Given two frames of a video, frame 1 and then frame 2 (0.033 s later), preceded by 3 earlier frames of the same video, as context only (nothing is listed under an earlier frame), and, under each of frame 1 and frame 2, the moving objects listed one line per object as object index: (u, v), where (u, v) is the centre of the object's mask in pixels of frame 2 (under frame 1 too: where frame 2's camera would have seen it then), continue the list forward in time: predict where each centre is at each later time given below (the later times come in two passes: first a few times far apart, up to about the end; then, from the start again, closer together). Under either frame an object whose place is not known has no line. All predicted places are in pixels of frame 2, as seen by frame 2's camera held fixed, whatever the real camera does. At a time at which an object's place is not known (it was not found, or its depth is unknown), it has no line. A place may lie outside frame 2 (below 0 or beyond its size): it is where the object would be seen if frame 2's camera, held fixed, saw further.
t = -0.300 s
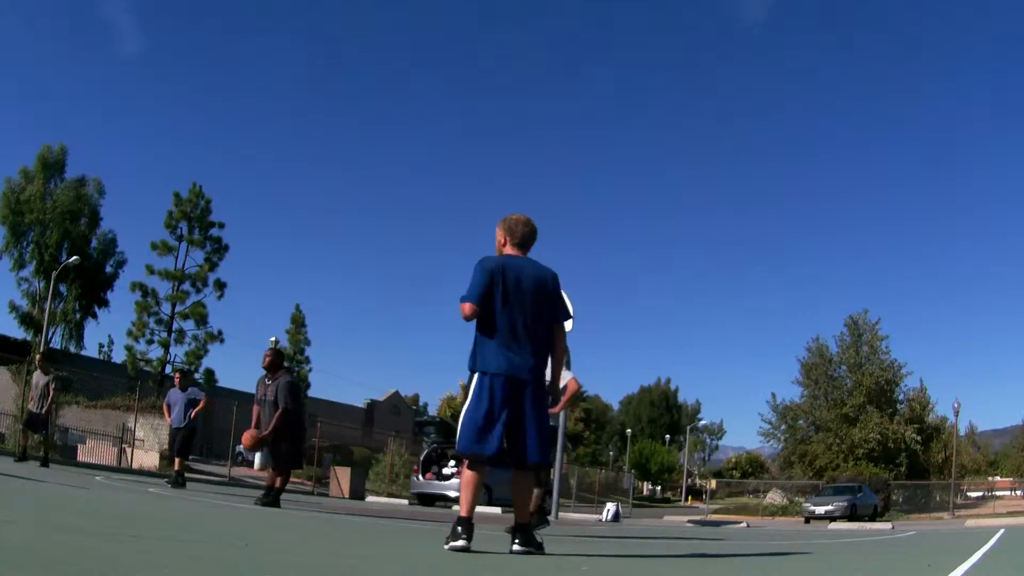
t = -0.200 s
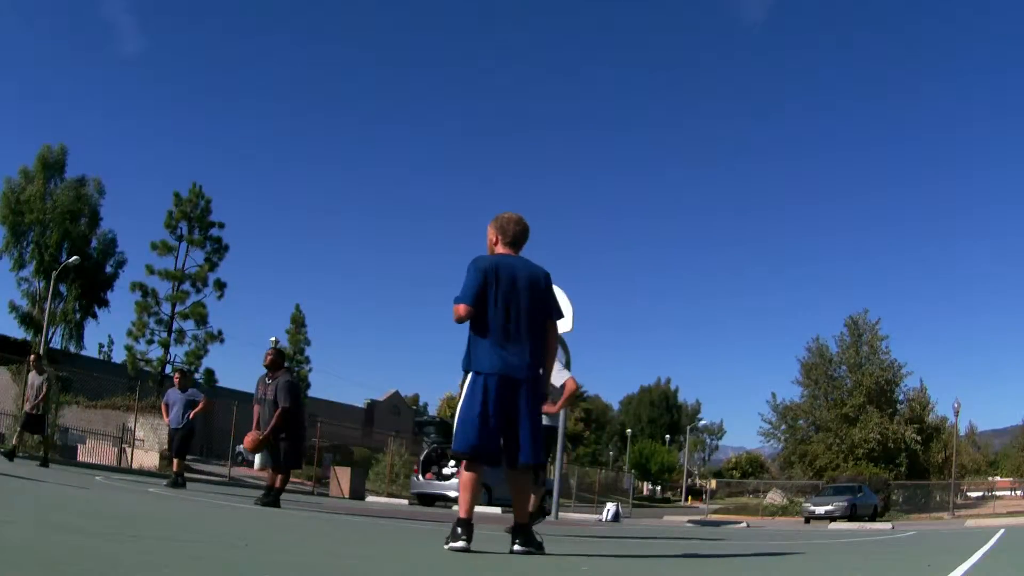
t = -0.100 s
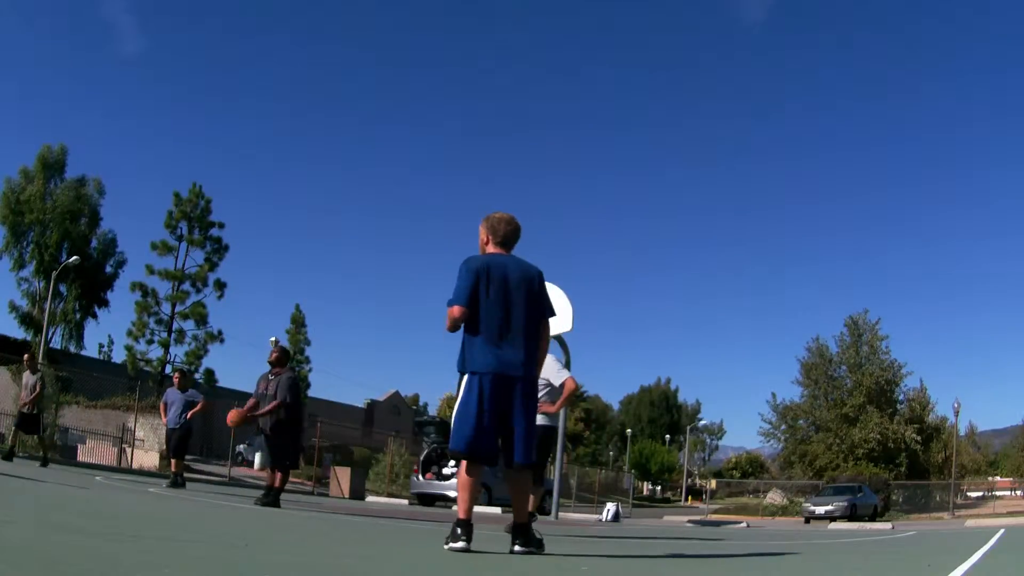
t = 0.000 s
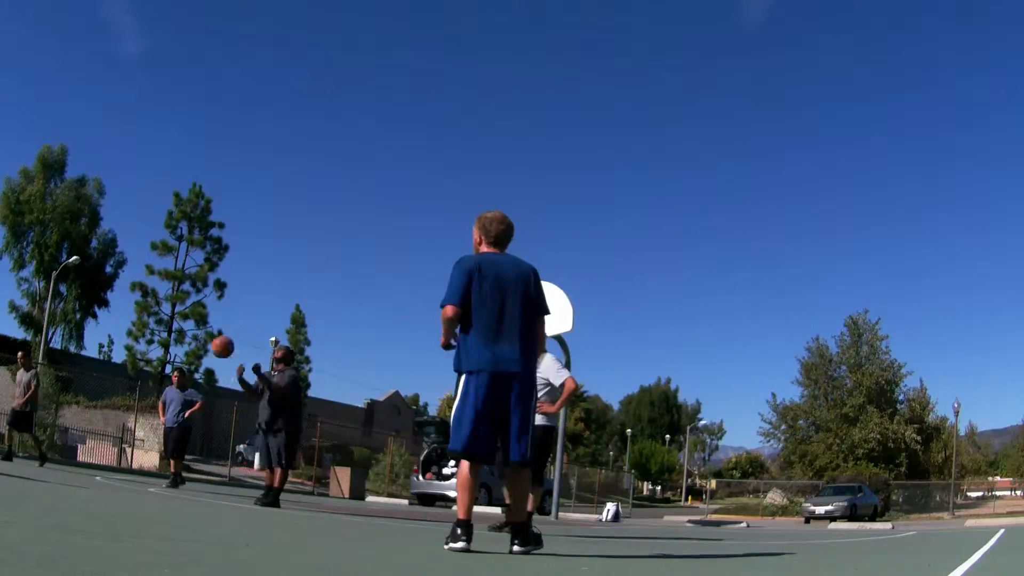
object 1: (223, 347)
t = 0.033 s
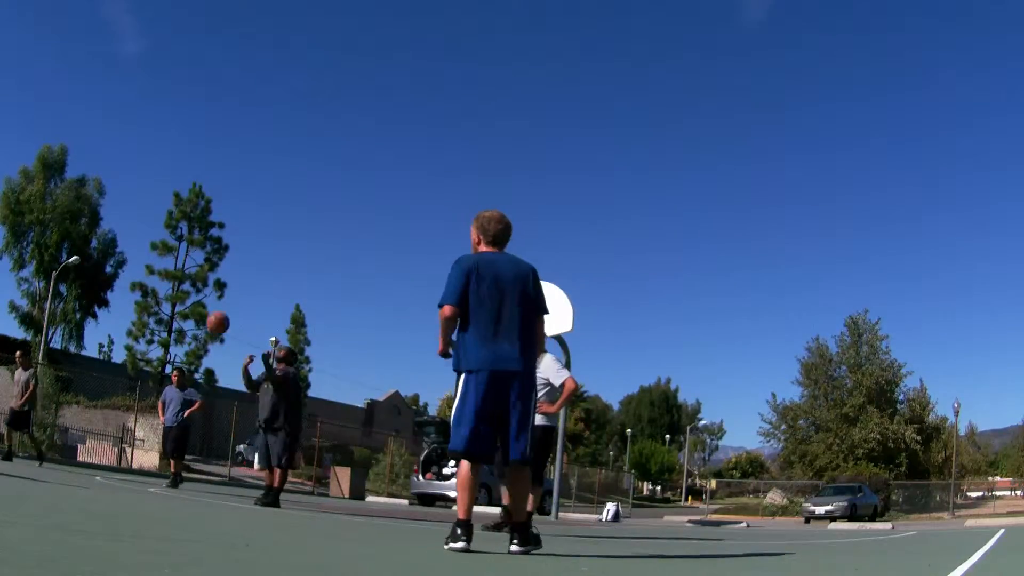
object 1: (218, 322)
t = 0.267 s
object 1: (187, 181)
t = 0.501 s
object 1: (149, 87)
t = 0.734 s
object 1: (103, 40)
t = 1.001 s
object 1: (31, 46)
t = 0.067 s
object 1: (213, 299)
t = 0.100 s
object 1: (209, 277)
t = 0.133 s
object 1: (204, 256)
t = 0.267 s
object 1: (187, 181)
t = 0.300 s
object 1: (182, 164)
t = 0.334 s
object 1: (176, 148)
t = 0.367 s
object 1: (172, 134)
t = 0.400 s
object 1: (166, 121)
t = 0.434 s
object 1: (161, 108)
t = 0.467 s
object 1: (155, 97)
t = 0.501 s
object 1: (149, 87)
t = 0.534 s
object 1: (143, 77)
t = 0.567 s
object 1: (137, 68)
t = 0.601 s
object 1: (131, 61)
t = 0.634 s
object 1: (124, 54)
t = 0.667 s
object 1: (117, 48)
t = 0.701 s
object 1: (110, 44)
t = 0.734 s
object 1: (103, 40)
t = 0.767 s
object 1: (95, 37)
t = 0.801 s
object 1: (87, 35)
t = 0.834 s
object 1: (78, 34)
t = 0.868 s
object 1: (69, 34)
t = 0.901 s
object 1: (61, 35)
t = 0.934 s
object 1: (51, 37)
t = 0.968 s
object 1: (41, 41)
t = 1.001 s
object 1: (31, 46)
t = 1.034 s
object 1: (20, 51)
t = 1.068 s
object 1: (10, 58)
